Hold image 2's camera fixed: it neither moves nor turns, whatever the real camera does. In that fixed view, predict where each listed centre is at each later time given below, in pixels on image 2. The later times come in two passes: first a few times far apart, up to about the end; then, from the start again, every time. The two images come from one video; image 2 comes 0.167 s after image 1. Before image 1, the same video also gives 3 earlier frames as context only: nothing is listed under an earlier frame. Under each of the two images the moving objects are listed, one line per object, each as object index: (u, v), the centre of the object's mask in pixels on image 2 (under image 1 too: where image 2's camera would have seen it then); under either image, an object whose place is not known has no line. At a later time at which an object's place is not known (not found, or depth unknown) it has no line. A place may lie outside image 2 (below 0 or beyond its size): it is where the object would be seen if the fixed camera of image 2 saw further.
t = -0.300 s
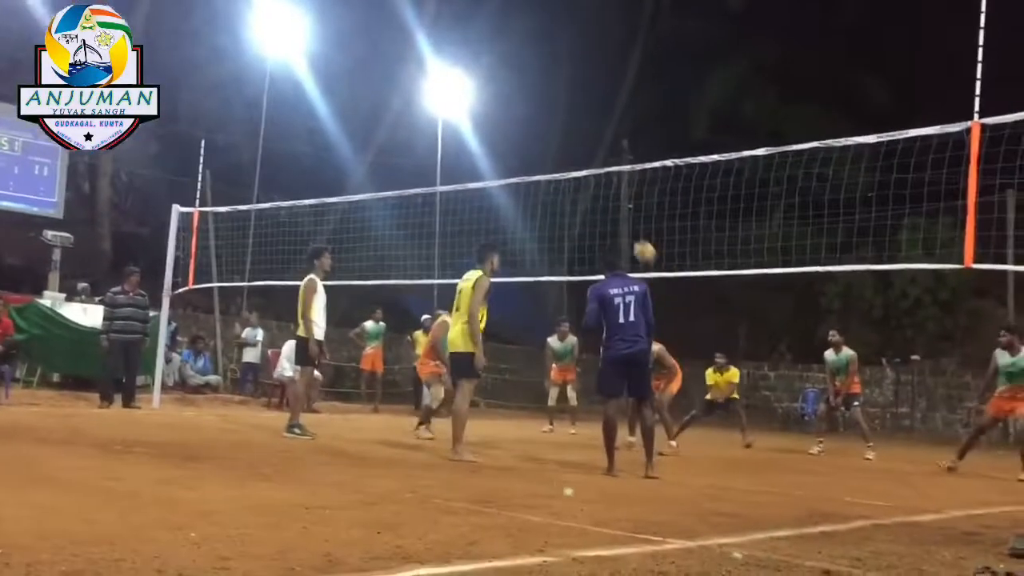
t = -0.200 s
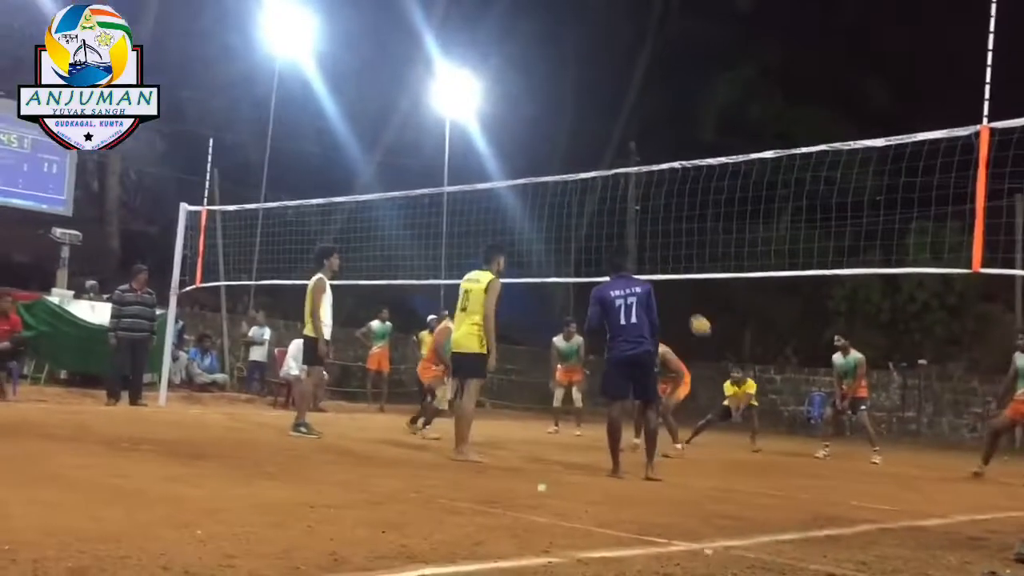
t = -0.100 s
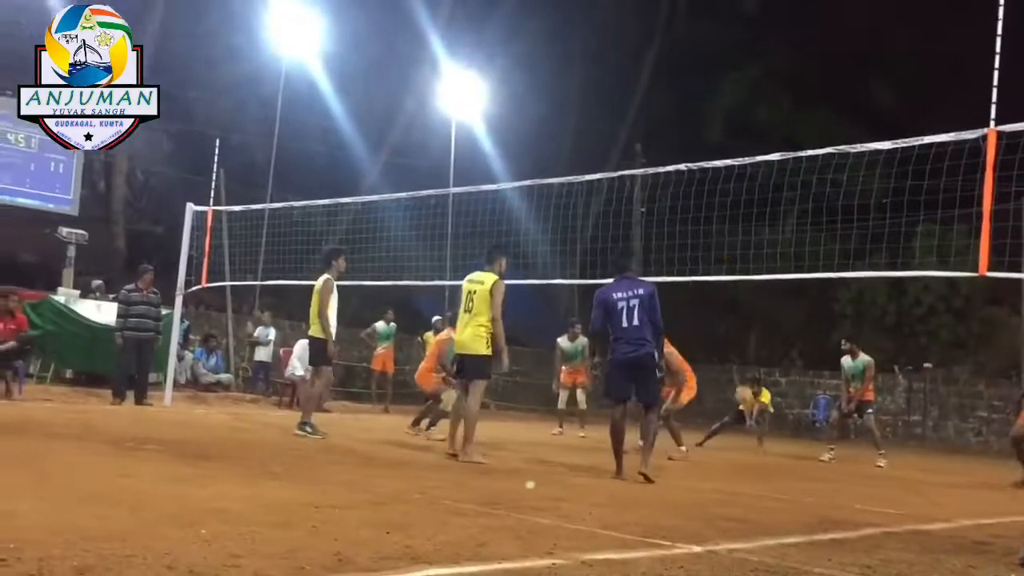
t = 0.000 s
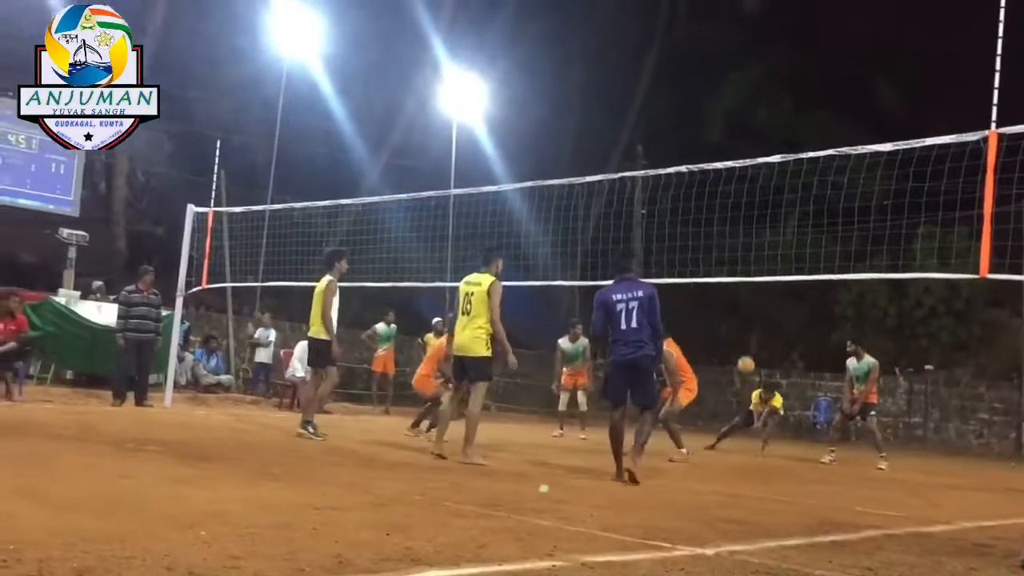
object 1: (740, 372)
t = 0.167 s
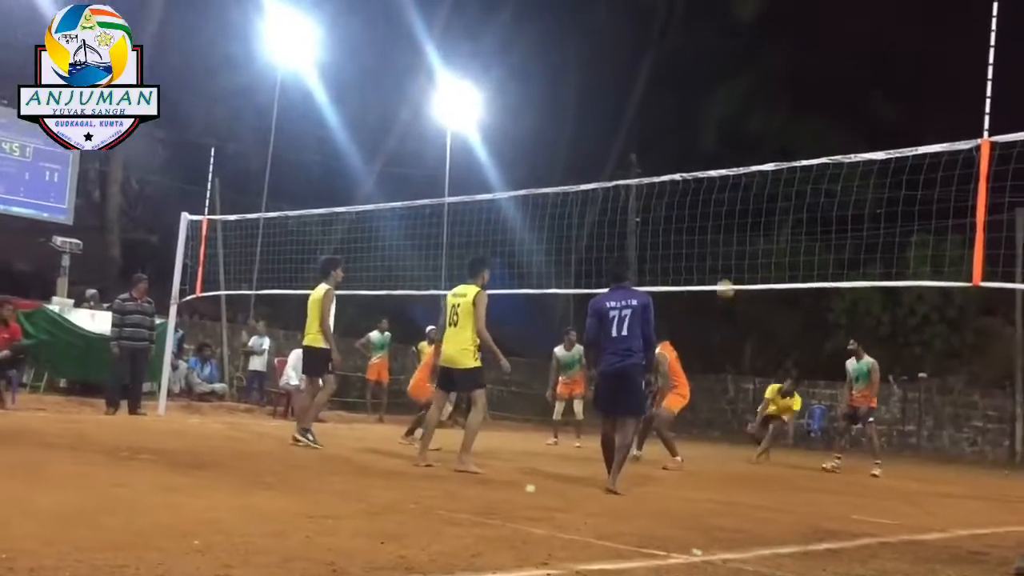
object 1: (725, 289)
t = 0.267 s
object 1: (715, 247)
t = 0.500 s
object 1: (690, 177)
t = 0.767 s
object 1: (655, 148)
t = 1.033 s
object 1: (614, 175)
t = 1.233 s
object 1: (577, 239)
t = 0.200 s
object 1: (722, 273)
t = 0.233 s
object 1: (718, 260)
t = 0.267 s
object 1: (715, 247)
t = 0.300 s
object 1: (712, 234)
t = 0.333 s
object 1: (708, 223)
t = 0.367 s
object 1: (705, 212)
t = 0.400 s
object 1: (701, 202)
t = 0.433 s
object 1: (697, 193)
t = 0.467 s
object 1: (693, 184)
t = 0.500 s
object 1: (690, 177)
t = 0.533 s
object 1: (686, 169)
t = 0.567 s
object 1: (682, 164)
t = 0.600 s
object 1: (678, 160)
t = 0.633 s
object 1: (674, 156)
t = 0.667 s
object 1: (669, 153)
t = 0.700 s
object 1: (665, 150)
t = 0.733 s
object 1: (660, 149)
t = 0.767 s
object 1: (655, 148)
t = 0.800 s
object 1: (651, 148)
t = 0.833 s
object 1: (646, 150)
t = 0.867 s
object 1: (641, 152)
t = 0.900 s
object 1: (636, 155)
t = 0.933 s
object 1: (630, 159)
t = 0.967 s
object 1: (625, 164)
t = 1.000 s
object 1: (620, 169)
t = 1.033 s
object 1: (614, 175)
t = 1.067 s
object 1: (608, 185)
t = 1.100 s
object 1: (602, 194)
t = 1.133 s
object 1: (596, 205)
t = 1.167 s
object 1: (590, 214)
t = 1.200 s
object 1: (584, 227)
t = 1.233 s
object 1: (577, 239)
